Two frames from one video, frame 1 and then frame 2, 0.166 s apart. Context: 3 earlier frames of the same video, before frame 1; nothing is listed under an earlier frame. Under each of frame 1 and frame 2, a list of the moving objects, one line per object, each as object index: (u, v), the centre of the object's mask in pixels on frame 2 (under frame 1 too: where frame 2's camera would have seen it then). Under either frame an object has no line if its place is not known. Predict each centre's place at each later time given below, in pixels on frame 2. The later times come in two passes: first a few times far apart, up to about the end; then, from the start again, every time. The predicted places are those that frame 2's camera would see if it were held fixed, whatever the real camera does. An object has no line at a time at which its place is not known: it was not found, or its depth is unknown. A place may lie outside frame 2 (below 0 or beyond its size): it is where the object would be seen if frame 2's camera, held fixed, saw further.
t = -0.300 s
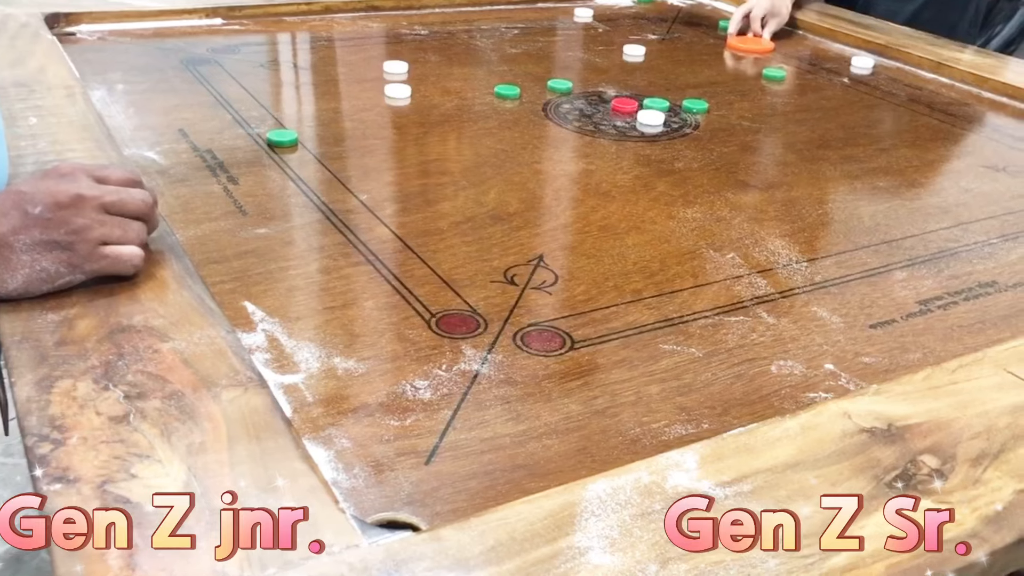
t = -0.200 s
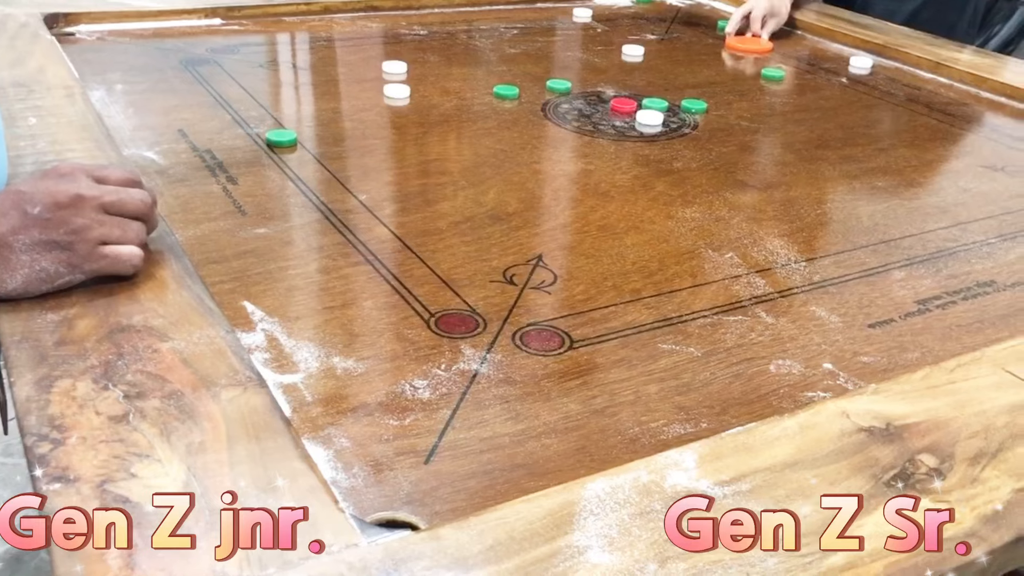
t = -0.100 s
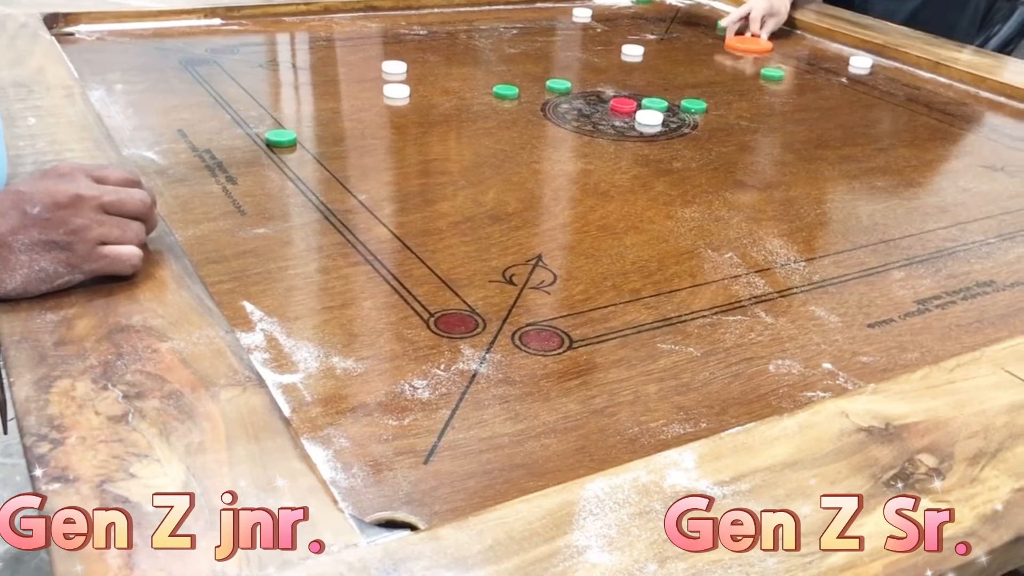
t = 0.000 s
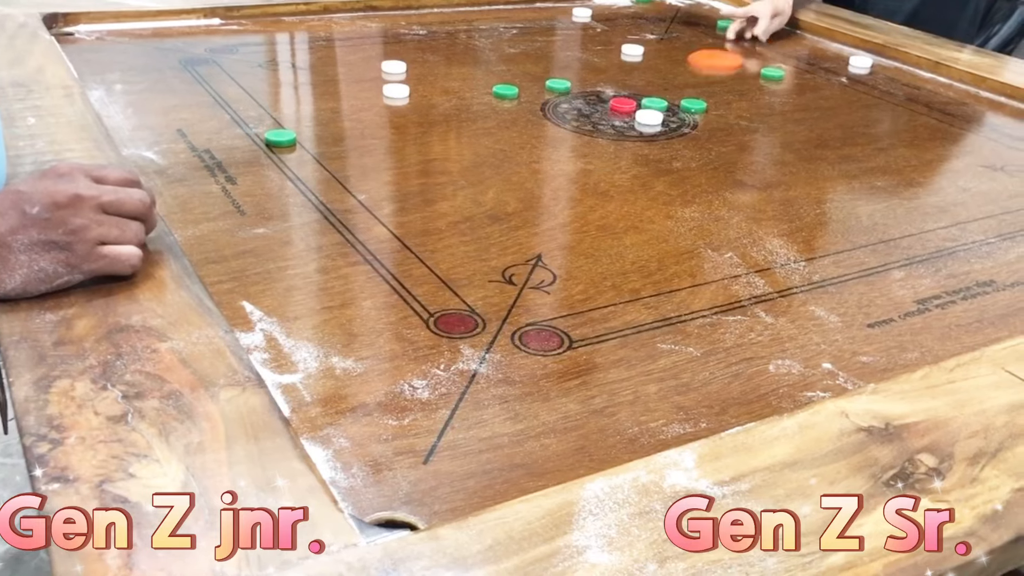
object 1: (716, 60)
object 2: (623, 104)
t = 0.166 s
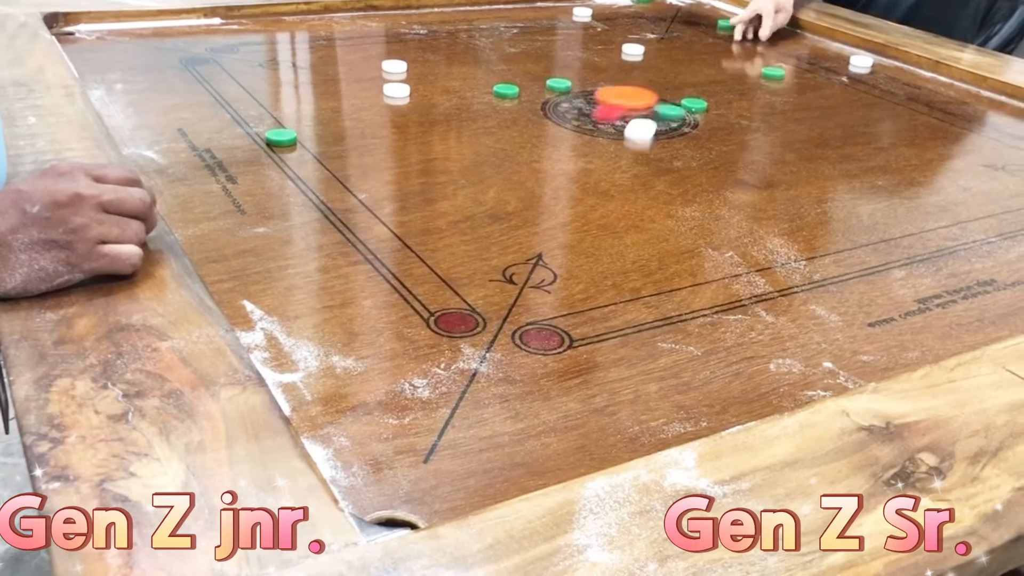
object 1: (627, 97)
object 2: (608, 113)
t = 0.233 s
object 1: (594, 104)
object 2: (564, 141)
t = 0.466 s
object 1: (494, 124)
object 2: (338, 271)
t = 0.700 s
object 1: (416, 140)
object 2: (488, 326)
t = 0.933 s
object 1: (365, 149)
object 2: (751, 332)
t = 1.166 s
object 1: (351, 152)
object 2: (934, 336)
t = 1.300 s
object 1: (351, 152)
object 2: (995, 332)
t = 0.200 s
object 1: (610, 101)
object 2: (587, 126)
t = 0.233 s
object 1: (594, 104)
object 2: (564, 141)
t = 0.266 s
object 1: (579, 107)
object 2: (537, 156)
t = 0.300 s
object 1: (564, 110)
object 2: (510, 172)
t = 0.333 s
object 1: (549, 113)
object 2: (482, 188)
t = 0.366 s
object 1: (535, 116)
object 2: (449, 207)
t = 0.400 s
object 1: (520, 119)
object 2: (416, 226)
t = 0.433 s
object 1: (507, 122)
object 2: (377, 249)
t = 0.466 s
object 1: (494, 124)
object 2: (338, 271)
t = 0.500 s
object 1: (482, 127)
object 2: (292, 296)
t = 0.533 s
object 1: (470, 129)
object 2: (252, 320)
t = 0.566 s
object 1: (458, 131)
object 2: (301, 323)
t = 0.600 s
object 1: (447, 134)
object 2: (350, 325)
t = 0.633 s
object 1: (436, 136)
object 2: (398, 325)
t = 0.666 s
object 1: (426, 138)
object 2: (445, 325)
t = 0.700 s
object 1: (416, 140)
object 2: (488, 326)
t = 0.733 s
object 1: (408, 141)
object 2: (531, 328)
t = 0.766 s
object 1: (399, 143)
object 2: (573, 329)
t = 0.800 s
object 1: (391, 145)
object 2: (611, 329)
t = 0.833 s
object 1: (384, 146)
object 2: (650, 330)
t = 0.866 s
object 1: (377, 147)
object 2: (684, 331)
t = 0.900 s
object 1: (371, 148)
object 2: (718, 332)
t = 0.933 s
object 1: (365, 149)
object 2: (751, 332)
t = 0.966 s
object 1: (361, 150)
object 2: (782, 333)
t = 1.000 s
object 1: (357, 151)
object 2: (812, 334)
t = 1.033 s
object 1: (354, 151)
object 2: (840, 335)
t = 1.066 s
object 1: (352, 151)
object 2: (866, 335)
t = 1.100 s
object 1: (351, 151)
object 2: (890, 336)
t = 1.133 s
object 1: (351, 151)
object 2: (912, 336)
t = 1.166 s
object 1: (351, 152)
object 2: (934, 336)
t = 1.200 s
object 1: (351, 152)
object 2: (953, 336)
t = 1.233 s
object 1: (351, 152)
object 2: (969, 335)
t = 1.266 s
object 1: (351, 152)
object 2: (984, 334)
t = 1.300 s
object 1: (351, 152)
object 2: (995, 332)
